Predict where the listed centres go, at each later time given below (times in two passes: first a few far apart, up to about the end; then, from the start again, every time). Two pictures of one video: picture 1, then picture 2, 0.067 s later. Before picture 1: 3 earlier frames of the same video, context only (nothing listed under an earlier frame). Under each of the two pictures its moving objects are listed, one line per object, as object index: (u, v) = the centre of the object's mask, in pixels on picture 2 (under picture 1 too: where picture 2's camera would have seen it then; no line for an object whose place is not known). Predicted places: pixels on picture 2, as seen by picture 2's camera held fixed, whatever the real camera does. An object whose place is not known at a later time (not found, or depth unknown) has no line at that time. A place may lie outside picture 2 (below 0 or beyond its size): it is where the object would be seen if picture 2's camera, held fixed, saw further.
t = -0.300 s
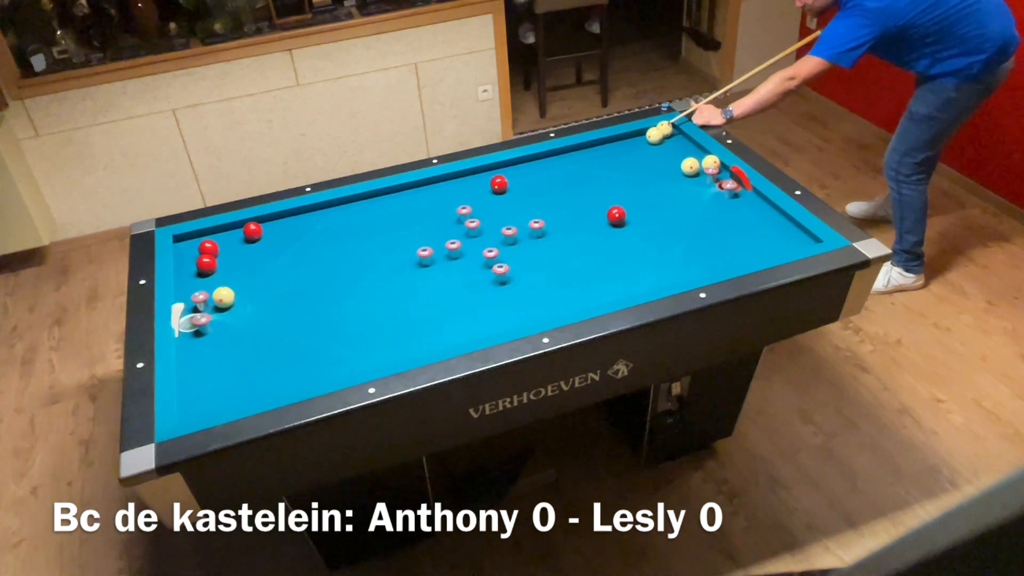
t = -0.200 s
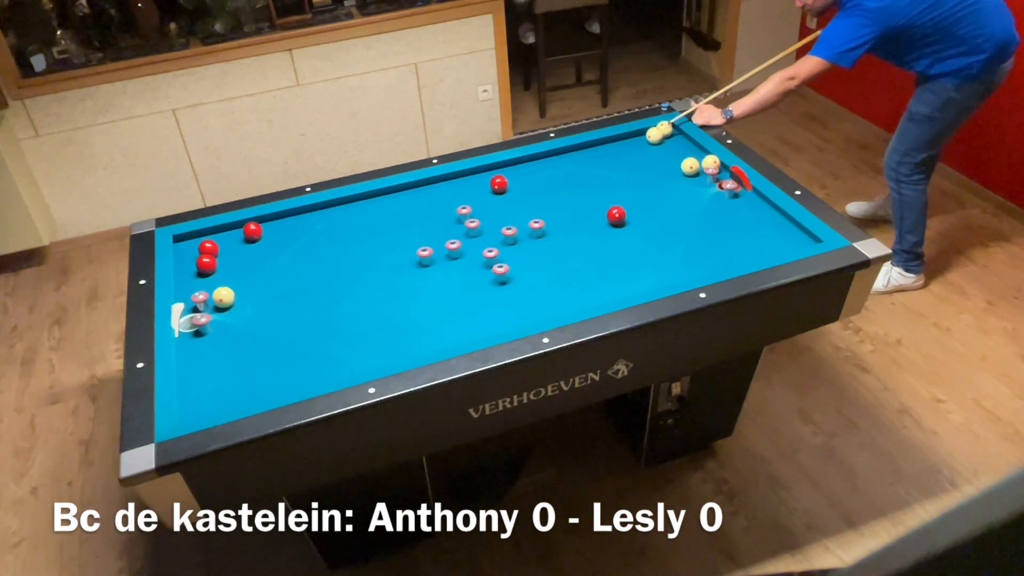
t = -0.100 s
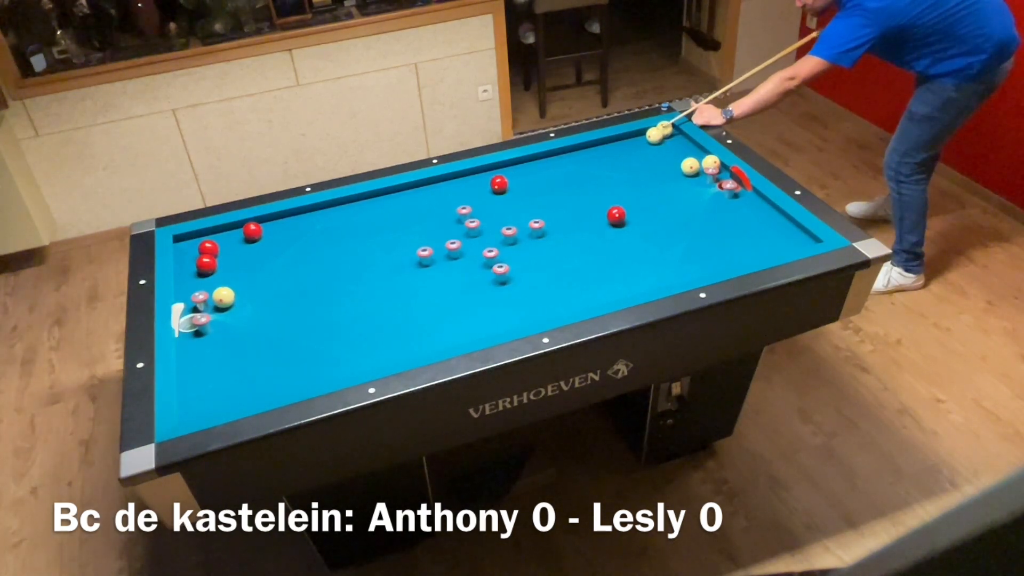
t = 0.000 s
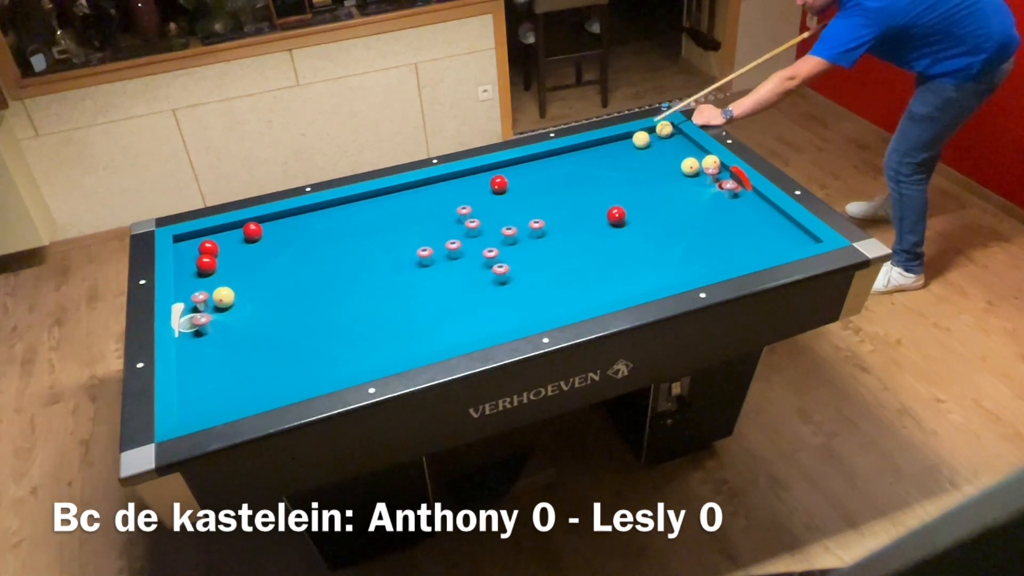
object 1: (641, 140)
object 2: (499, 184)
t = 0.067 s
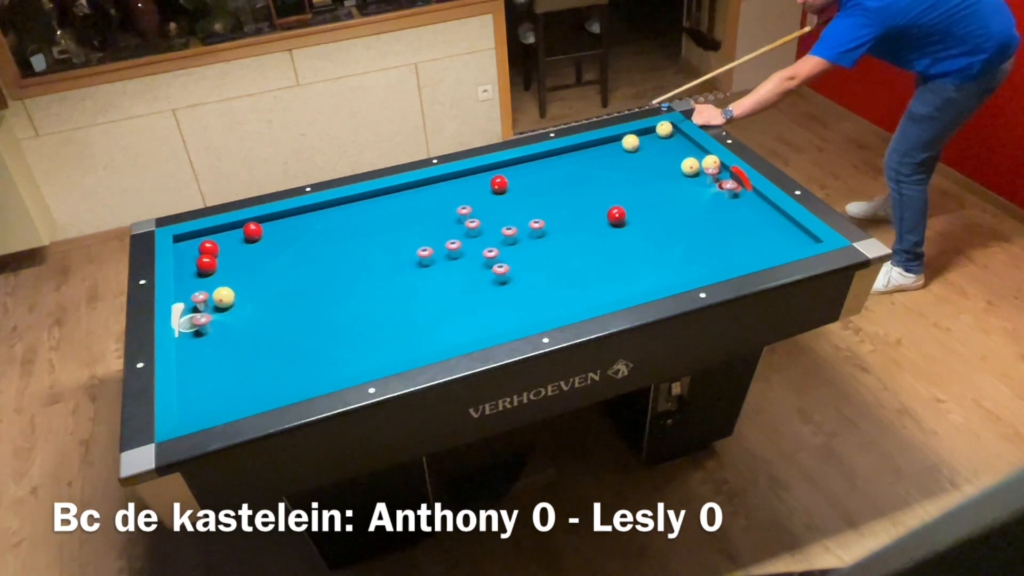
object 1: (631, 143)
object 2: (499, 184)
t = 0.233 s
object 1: (604, 151)
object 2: (499, 184)
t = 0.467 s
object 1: (567, 163)
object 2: (499, 184)
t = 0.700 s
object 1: (529, 174)
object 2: (499, 184)
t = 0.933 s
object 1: (509, 179)
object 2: (482, 190)
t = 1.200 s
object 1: (499, 181)
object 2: (454, 199)
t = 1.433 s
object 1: (491, 183)
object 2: (431, 208)
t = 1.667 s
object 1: (484, 184)
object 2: (407, 216)
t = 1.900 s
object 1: (477, 185)
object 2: (384, 224)
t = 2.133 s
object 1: (471, 186)
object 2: (360, 232)
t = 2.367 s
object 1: (466, 187)
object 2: (337, 240)
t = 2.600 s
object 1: (461, 189)
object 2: (315, 248)
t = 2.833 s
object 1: (458, 190)
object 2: (292, 255)
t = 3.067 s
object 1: (455, 191)
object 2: (270, 263)
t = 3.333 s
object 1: (452, 192)
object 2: (246, 271)
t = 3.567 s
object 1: (451, 193)
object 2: (225, 277)
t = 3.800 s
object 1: (450, 193)
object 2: (205, 282)
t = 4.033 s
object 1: (450, 193)
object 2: (185, 290)
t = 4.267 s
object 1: (450, 193)
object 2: (196, 285)
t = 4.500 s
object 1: (450, 193)
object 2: (207, 284)
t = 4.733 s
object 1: (450, 193)
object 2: (215, 283)
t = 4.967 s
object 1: (450, 193)
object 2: (225, 281)
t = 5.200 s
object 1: (450, 193)
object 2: (233, 281)
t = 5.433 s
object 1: (450, 193)
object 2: (239, 281)
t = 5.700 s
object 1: (450, 193)
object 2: (245, 280)
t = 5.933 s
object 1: (450, 193)
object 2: (250, 280)
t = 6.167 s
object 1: (450, 193)
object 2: (253, 279)
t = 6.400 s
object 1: (450, 193)
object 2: (256, 278)
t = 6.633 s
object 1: (450, 193)
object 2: (258, 278)
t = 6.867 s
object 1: (450, 193)
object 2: (259, 277)
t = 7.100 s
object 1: (450, 193)
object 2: (259, 277)
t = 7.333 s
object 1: (450, 193)
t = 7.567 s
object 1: (450, 193)
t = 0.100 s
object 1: (625, 145)
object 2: (499, 184)
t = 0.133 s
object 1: (620, 146)
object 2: (499, 184)
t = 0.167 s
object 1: (615, 148)
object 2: (499, 184)
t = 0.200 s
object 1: (610, 150)
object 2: (499, 184)
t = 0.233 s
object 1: (604, 151)
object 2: (499, 184)
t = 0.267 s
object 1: (599, 153)
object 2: (499, 184)
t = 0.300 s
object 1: (594, 155)
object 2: (499, 184)
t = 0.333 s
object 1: (588, 156)
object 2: (499, 184)
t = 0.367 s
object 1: (583, 158)
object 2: (499, 184)
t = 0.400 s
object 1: (577, 159)
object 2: (499, 184)
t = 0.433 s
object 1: (572, 161)
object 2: (499, 184)
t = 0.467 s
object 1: (567, 163)
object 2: (499, 184)
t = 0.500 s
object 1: (561, 164)
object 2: (499, 184)
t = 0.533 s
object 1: (556, 166)
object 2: (499, 184)
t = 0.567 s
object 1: (550, 168)
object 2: (499, 184)
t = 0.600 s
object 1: (545, 170)
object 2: (499, 184)
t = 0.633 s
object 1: (540, 171)
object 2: (499, 184)
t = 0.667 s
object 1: (534, 173)
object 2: (499, 184)
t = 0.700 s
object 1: (529, 174)
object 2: (499, 184)
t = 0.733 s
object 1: (523, 176)
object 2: (499, 184)
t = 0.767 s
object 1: (518, 178)
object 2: (499, 184)
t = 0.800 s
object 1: (514, 179)
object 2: (497, 185)
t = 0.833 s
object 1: (513, 179)
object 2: (492, 187)
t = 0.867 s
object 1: (512, 179)
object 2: (489, 188)
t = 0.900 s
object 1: (511, 179)
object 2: (485, 189)
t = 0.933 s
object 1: (509, 179)
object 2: (482, 190)
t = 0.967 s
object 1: (508, 180)
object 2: (478, 192)
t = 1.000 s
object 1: (507, 180)
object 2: (475, 193)
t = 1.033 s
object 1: (506, 180)
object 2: (471, 194)
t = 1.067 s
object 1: (505, 180)
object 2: (468, 195)
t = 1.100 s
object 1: (503, 181)
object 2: (464, 196)
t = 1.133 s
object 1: (502, 181)
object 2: (461, 197)
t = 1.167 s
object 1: (501, 181)
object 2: (458, 198)
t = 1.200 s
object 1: (499, 181)
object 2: (454, 199)
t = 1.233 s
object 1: (498, 182)
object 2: (451, 201)
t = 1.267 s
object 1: (497, 182)
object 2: (447, 202)
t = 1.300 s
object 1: (496, 182)
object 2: (444, 203)
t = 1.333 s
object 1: (495, 182)
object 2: (441, 205)
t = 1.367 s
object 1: (494, 182)
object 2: (437, 206)
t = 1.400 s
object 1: (492, 183)
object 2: (434, 207)
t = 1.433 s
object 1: (491, 183)
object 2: (431, 208)
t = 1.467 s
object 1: (490, 183)
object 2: (427, 209)
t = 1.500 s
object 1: (489, 183)
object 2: (424, 210)
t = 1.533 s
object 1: (488, 183)
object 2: (421, 212)
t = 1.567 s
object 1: (487, 184)
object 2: (417, 213)
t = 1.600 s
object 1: (486, 184)
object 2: (414, 214)
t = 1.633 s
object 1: (485, 184)
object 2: (410, 215)
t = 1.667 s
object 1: (484, 184)
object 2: (407, 216)
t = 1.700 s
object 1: (483, 184)
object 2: (404, 217)
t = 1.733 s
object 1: (482, 184)
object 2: (400, 218)
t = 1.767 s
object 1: (481, 185)
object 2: (397, 219)
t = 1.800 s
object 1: (480, 185)
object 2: (394, 221)
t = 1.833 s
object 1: (479, 185)
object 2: (390, 222)
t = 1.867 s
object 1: (478, 185)
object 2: (387, 223)
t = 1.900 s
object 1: (477, 185)
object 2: (384, 224)
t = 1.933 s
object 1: (476, 186)
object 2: (380, 225)
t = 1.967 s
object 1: (475, 186)
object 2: (377, 226)
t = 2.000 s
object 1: (474, 186)
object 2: (374, 228)
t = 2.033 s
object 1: (474, 186)
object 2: (371, 229)
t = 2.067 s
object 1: (473, 186)
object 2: (367, 230)
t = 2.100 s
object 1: (472, 186)
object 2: (364, 231)
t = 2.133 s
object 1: (471, 186)
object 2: (360, 232)
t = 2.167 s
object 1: (470, 186)
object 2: (357, 233)
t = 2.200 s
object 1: (469, 187)
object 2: (354, 234)
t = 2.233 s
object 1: (469, 187)
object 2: (351, 235)
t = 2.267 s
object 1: (468, 187)
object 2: (347, 237)
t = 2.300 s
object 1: (467, 187)
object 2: (344, 238)
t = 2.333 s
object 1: (466, 187)
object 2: (341, 239)
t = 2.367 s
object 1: (466, 187)
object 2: (337, 240)
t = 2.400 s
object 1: (465, 188)
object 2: (334, 241)
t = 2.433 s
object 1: (464, 188)
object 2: (331, 242)
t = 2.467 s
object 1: (464, 188)
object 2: (328, 243)
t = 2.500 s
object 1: (463, 188)
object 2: (324, 244)
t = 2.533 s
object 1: (463, 188)
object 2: (321, 245)
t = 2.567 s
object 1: (462, 188)
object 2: (318, 246)
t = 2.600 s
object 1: (461, 189)
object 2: (315, 248)
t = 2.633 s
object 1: (461, 189)
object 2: (311, 249)
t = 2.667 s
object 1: (460, 189)
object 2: (308, 250)
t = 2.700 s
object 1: (460, 189)
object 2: (305, 251)
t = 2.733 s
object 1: (459, 189)
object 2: (302, 252)
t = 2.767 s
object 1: (459, 189)
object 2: (298, 253)
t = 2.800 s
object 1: (458, 190)
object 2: (295, 254)
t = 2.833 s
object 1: (458, 190)
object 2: (292, 255)
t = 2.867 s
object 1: (457, 190)
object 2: (289, 256)
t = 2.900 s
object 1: (457, 190)
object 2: (286, 257)
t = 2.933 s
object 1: (456, 190)
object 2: (283, 258)
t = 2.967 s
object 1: (456, 190)
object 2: (280, 259)
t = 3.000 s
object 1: (456, 190)
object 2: (276, 260)
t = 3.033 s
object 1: (455, 191)
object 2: (273, 261)
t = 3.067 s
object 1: (455, 191)
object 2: (270, 263)
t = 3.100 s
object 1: (454, 191)
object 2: (267, 263)
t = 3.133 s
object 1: (454, 191)
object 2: (264, 265)
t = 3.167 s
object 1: (454, 191)
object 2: (261, 266)
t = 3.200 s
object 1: (453, 192)
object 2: (258, 267)
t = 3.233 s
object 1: (453, 192)
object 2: (255, 268)
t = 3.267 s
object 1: (453, 192)
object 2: (252, 269)
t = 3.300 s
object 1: (453, 192)
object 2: (249, 270)
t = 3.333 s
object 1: (452, 192)
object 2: (246, 271)
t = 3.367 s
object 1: (452, 192)
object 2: (243, 272)
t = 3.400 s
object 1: (452, 192)
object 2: (240, 273)
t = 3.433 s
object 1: (452, 192)
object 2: (237, 274)
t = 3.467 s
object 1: (451, 192)
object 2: (234, 275)
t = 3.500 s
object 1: (451, 193)
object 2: (231, 275)
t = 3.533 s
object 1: (451, 193)
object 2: (228, 276)
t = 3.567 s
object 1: (451, 193)
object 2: (225, 277)
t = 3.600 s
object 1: (450, 193)
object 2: (222, 277)
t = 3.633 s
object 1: (451, 193)
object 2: (219, 278)
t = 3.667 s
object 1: (450, 193)
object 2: (216, 279)
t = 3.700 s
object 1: (450, 193)
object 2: (213, 280)
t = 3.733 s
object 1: (450, 193)
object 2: (210, 281)
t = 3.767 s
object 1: (450, 193)
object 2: (207, 281)
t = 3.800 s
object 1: (450, 193)
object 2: (205, 282)
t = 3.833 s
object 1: (450, 193)
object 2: (202, 282)
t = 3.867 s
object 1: (450, 193)
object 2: (199, 283)
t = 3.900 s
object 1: (450, 193)
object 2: (196, 284)
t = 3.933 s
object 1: (450, 193)
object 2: (192, 286)
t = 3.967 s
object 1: (450, 193)
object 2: (189, 288)
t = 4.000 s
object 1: (450, 193)
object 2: (187, 289)
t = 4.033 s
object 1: (450, 193)
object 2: (185, 290)
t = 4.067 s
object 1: (450, 193)
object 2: (186, 289)
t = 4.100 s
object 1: (450, 193)
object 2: (188, 289)
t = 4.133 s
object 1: (450, 193)
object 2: (189, 288)
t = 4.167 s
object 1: (450, 193)
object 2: (191, 288)
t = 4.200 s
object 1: (450, 193)
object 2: (193, 287)
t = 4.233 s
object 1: (450, 193)
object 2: (194, 287)
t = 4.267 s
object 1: (450, 193)
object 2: (196, 285)
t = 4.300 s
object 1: (450, 193)
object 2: (198, 285)
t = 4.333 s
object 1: (450, 193)
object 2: (200, 285)
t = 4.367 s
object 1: (450, 193)
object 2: (201, 284)
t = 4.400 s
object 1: (450, 193)
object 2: (203, 284)
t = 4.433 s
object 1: (450, 193)
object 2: (204, 284)
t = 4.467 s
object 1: (450, 193)
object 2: (206, 284)
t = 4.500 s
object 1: (450, 193)
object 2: (207, 284)
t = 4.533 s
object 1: (450, 193)
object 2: (208, 284)
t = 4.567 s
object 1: (450, 193)
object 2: (210, 284)
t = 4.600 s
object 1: (450, 193)
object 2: (210, 284)
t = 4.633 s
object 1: (450, 193)
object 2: (212, 283)
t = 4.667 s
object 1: (450, 193)
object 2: (213, 283)
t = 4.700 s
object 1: (450, 193)
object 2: (214, 283)
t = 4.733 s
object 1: (450, 193)
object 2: (215, 283)
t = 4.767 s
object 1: (450, 193)
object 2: (216, 282)
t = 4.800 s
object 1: (450, 193)
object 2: (218, 282)
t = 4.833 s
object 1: (450, 193)
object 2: (220, 281)
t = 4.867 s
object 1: (450, 193)
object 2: (221, 281)
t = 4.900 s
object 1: (450, 193)
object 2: (222, 281)
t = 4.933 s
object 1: (450, 193)
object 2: (224, 281)
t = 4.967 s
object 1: (450, 193)
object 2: (225, 281)
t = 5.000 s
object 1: (450, 193)
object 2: (227, 281)
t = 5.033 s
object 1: (450, 193)
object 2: (228, 281)
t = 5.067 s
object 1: (450, 193)
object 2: (229, 281)
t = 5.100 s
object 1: (450, 193)
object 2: (230, 281)
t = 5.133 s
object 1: (450, 193)
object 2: (231, 281)
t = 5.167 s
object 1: (450, 193)
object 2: (232, 281)
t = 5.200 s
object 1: (450, 193)
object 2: (233, 281)
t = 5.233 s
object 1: (450, 193)
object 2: (234, 281)
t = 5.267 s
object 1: (450, 193)
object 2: (235, 281)
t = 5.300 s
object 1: (450, 193)
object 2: (236, 281)
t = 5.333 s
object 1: (450, 193)
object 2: (237, 281)
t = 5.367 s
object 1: (450, 193)
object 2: (238, 281)
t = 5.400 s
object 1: (450, 193)
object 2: (238, 281)
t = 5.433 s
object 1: (450, 193)
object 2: (239, 281)
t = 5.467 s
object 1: (450, 193)
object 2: (240, 281)
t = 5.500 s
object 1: (450, 193)
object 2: (241, 281)
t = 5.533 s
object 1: (450, 193)
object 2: (241, 281)
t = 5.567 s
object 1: (450, 193)
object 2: (242, 281)
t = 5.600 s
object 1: (450, 193)
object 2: (243, 281)
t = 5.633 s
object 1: (450, 193)
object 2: (244, 281)
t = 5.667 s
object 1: (450, 193)
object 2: (244, 280)
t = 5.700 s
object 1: (450, 193)
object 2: (245, 280)
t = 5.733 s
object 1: (450, 193)
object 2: (246, 280)
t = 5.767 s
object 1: (450, 193)
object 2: (247, 280)
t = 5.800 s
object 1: (450, 193)
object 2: (247, 280)
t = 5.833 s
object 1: (450, 193)
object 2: (248, 280)
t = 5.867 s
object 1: (450, 193)
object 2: (248, 280)
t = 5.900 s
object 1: (450, 193)
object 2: (249, 280)
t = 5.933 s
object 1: (450, 193)
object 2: (250, 280)
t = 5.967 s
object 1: (450, 193)
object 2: (250, 279)
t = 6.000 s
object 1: (450, 193)
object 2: (251, 279)
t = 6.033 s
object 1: (450, 193)
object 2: (251, 279)
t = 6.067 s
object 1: (450, 193)
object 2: (252, 279)
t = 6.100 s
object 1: (450, 193)
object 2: (252, 279)
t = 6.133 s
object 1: (450, 193)
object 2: (253, 279)
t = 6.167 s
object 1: (450, 193)
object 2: (253, 279)
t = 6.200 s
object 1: (450, 193)
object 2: (254, 279)
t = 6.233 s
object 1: (450, 193)
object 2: (254, 279)
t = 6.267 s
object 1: (450, 193)
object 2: (254, 279)
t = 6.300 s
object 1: (450, 193)
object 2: (255, 278)
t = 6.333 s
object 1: (450, 193)
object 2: (255, 278)
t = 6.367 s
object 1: (450, 193)
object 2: (255, 278)
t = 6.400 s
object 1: (450, 193)
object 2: (256, 278)
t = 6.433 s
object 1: (450, 193)
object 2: (256, 278)
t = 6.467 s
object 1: (450, 193)
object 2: (256, 278)
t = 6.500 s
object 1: (450, 193)
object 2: (257, 278)
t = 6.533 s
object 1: (450, 193)
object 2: (257, 278)
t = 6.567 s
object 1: (450, 193)
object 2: (257, 278)
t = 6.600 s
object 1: (450, 193)
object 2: (257, 278)
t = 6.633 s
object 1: (450, 193)
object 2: (258, 278)
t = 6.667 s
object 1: (450, 193)
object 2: (258, 278)
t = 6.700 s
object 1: (450, 193)
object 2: (258, 277)
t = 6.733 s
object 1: (450, 193)
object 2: (258, 278)
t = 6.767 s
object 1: (450, 193)
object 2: (258, 277)
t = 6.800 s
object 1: (450, 193)
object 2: (259, 277)
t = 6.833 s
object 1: (450, 193)
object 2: (259, 277)
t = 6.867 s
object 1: (450, 193)
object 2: (259, 277)
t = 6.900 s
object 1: (450, 193)
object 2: (259, 277)
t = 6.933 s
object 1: (450, 193)
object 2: (259, 277)
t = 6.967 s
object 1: (450, 193)
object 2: (259, 277)
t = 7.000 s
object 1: (450, 193)
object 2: (259, 277)
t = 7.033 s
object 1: (450, 193)
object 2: (259, 277)
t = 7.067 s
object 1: (450, 193)
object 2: (259, 277)
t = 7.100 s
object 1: (450, 193)
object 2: (259, 277)
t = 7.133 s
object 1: (450, 193)
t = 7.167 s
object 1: (450, 193)
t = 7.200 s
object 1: (450, 193)
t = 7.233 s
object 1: (450, 193)
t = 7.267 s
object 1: (450, 193)
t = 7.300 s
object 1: (450, 193)
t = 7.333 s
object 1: (450, 193)
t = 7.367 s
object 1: (450, 193)
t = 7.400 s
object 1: (450, 193)
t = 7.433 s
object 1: (450, 193)
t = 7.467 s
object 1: (450, 193)
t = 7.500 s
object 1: (450, 193)
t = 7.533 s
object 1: (450, 193)
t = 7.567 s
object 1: (450, 193)
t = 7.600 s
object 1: (450, 193)
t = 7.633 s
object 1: (450, 193)
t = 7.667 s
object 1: (450, 193)
